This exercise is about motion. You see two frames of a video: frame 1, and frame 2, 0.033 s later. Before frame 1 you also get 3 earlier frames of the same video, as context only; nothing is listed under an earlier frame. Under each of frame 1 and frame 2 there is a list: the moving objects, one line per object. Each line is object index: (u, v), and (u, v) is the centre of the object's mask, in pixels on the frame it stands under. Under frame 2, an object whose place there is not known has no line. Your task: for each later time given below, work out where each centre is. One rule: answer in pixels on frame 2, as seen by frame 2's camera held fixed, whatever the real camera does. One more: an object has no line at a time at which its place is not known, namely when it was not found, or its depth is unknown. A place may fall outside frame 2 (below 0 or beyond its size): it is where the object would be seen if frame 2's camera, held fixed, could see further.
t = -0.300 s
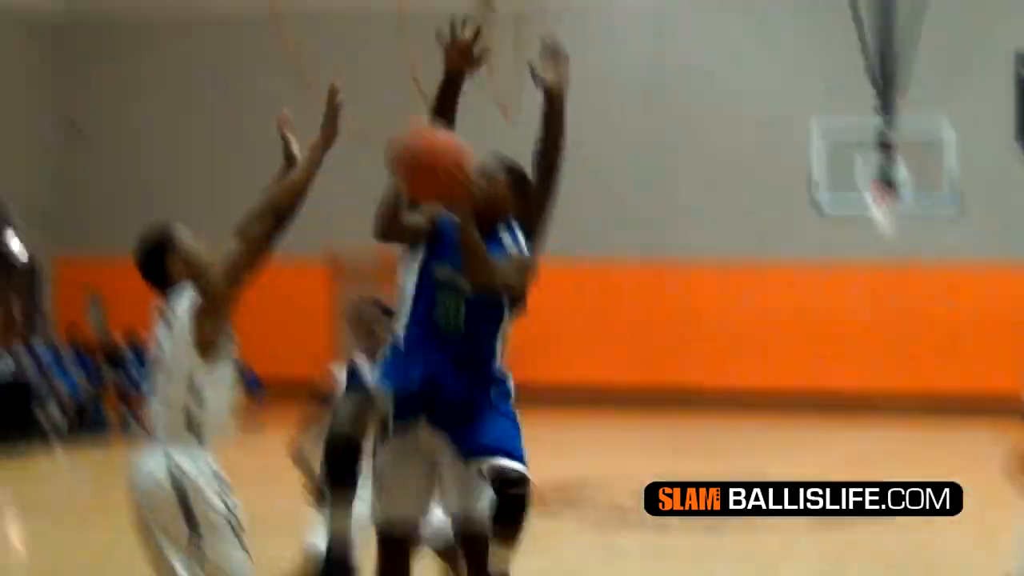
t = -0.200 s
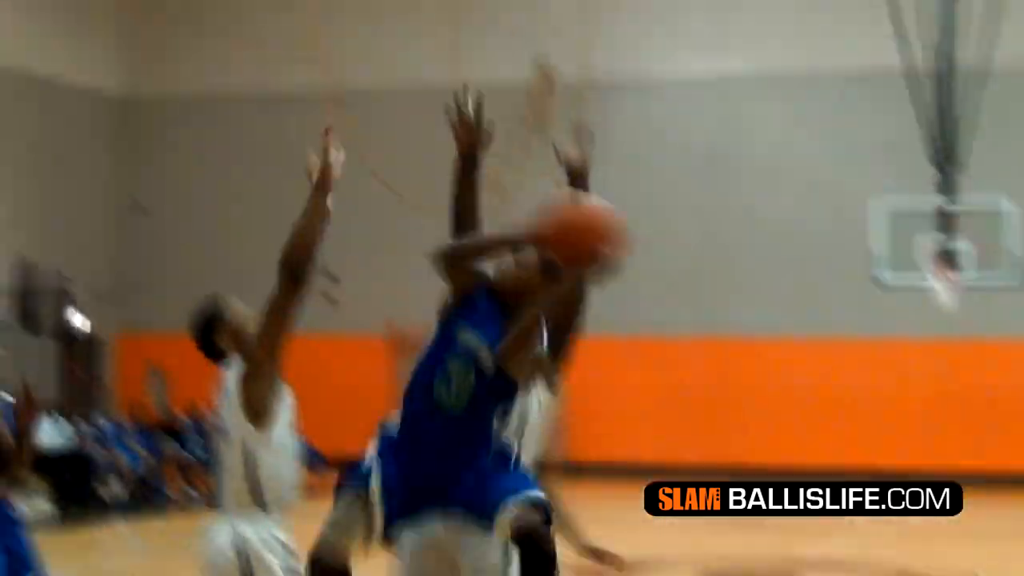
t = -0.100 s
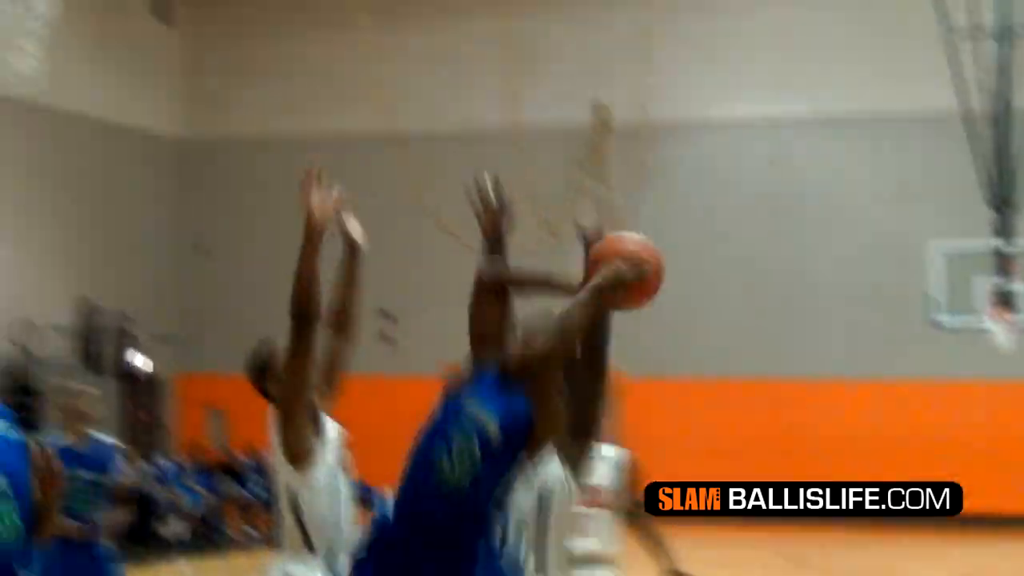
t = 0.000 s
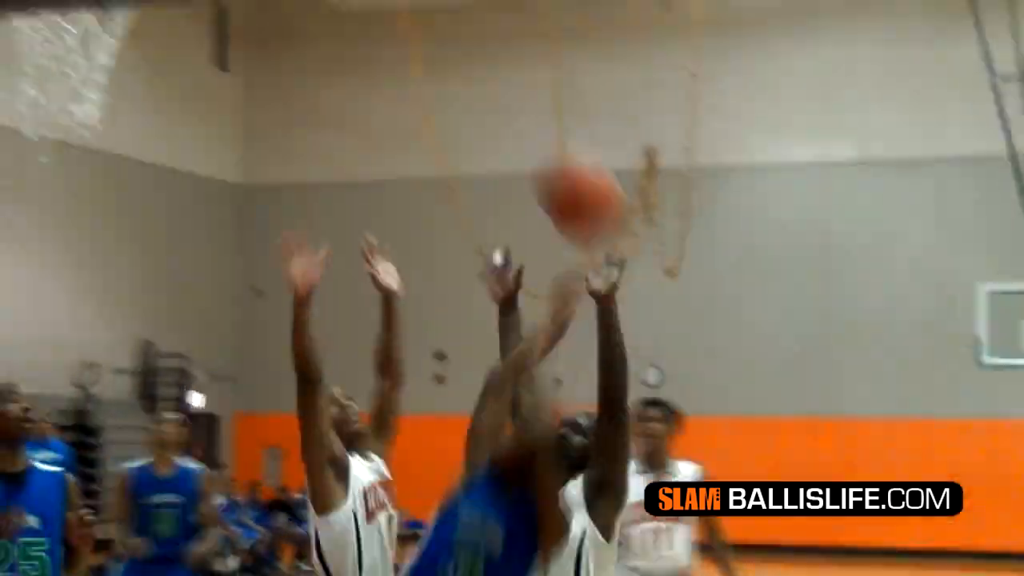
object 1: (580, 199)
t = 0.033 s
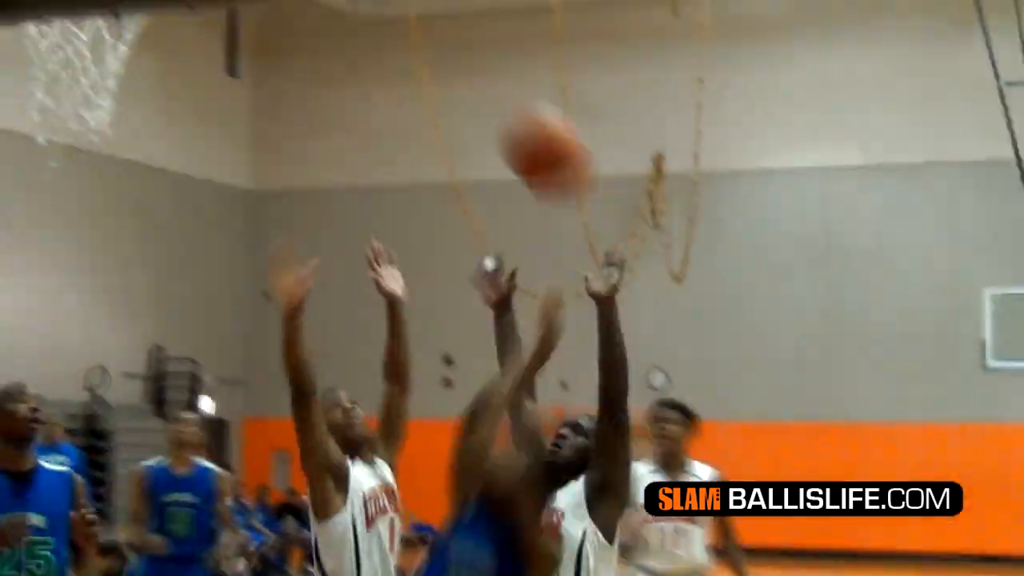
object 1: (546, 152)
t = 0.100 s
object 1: (465, 53)
